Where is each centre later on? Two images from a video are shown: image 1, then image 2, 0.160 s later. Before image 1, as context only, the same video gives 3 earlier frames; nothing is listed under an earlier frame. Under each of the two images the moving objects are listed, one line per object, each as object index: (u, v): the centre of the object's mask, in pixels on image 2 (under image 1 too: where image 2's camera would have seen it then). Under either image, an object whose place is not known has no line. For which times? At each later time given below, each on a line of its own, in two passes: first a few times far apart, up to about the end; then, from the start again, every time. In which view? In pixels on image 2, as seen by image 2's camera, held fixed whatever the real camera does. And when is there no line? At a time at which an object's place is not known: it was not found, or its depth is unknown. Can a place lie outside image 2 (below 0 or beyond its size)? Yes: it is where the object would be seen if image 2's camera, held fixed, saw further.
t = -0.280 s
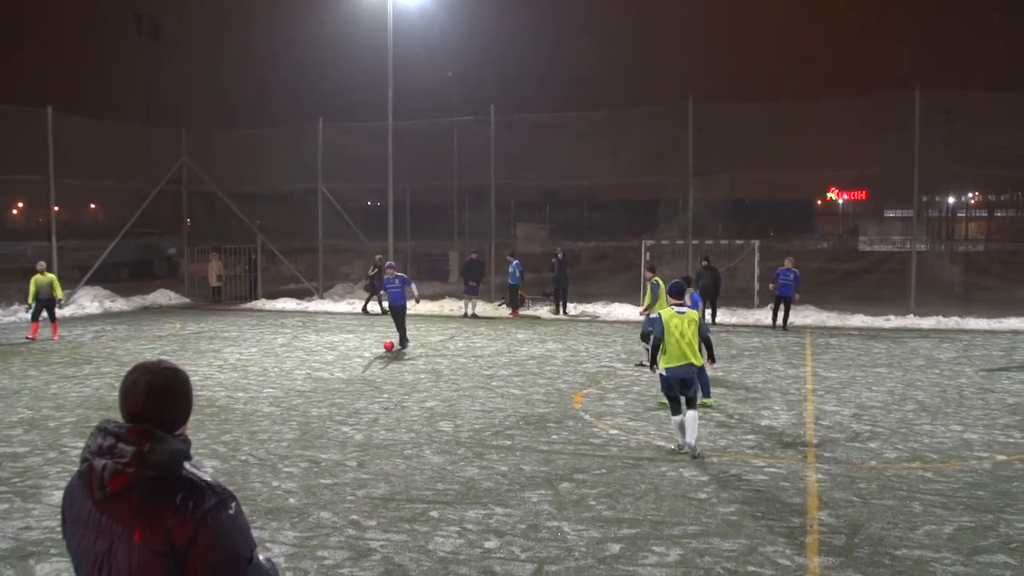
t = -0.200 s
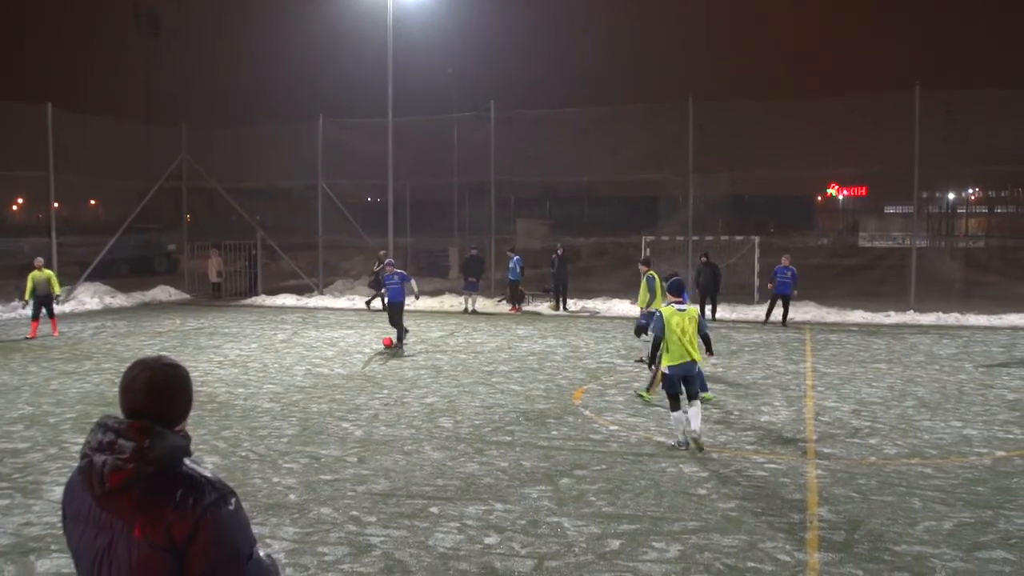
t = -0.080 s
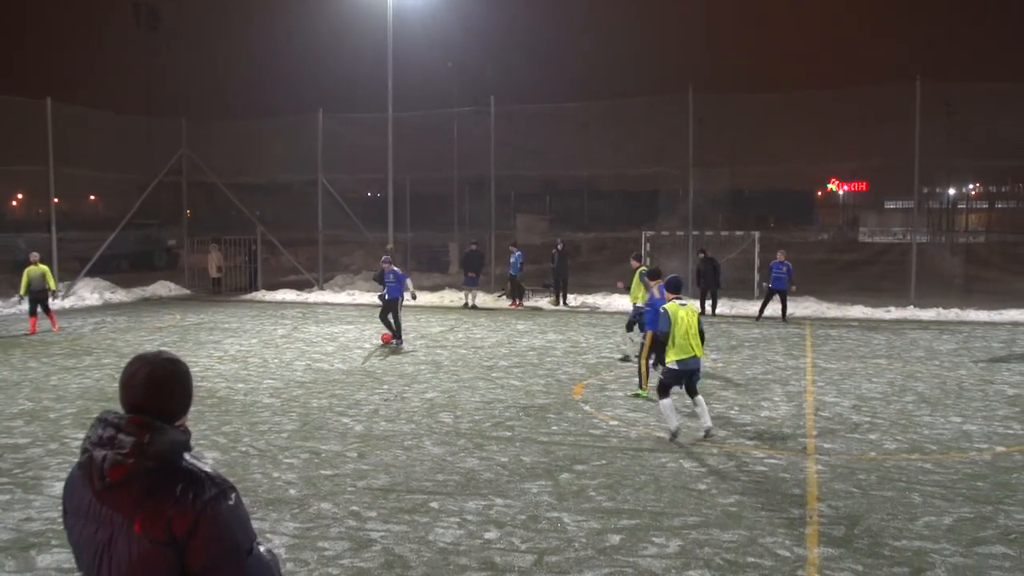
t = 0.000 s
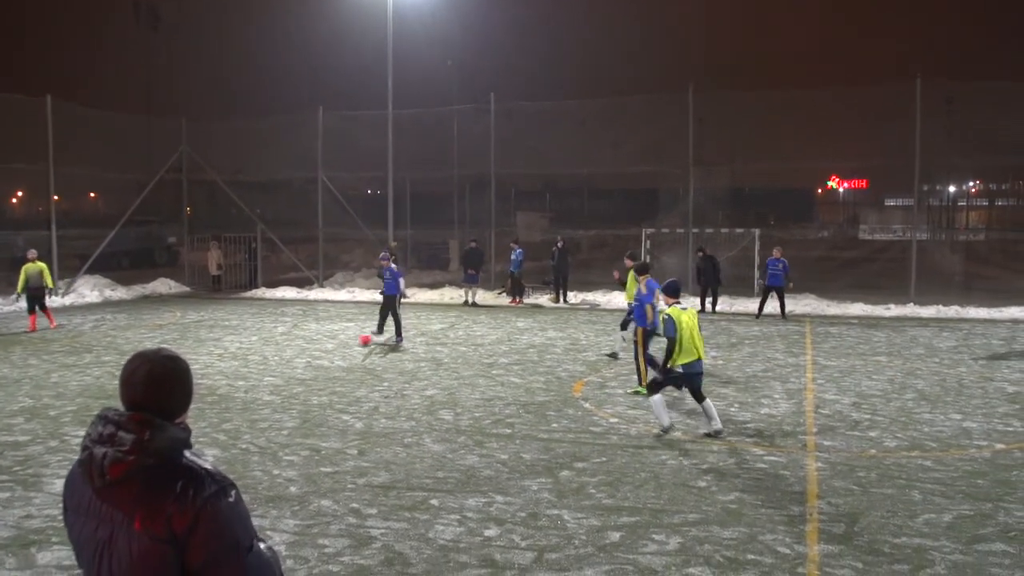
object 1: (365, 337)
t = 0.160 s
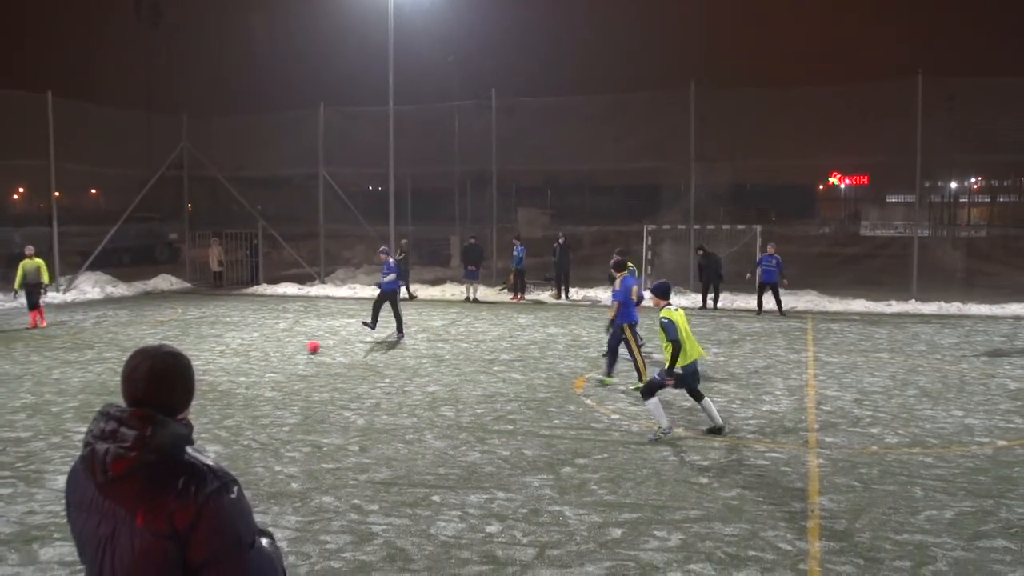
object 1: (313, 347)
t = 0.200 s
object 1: (299, 349)
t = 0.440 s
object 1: (215, 363)
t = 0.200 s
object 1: (299, 349)
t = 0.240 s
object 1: (286, 352)
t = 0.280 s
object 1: (272, 353)
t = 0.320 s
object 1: (258, 356)
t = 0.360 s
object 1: (244, 359)
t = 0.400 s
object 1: (229, 360)
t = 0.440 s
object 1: (215, 363)
